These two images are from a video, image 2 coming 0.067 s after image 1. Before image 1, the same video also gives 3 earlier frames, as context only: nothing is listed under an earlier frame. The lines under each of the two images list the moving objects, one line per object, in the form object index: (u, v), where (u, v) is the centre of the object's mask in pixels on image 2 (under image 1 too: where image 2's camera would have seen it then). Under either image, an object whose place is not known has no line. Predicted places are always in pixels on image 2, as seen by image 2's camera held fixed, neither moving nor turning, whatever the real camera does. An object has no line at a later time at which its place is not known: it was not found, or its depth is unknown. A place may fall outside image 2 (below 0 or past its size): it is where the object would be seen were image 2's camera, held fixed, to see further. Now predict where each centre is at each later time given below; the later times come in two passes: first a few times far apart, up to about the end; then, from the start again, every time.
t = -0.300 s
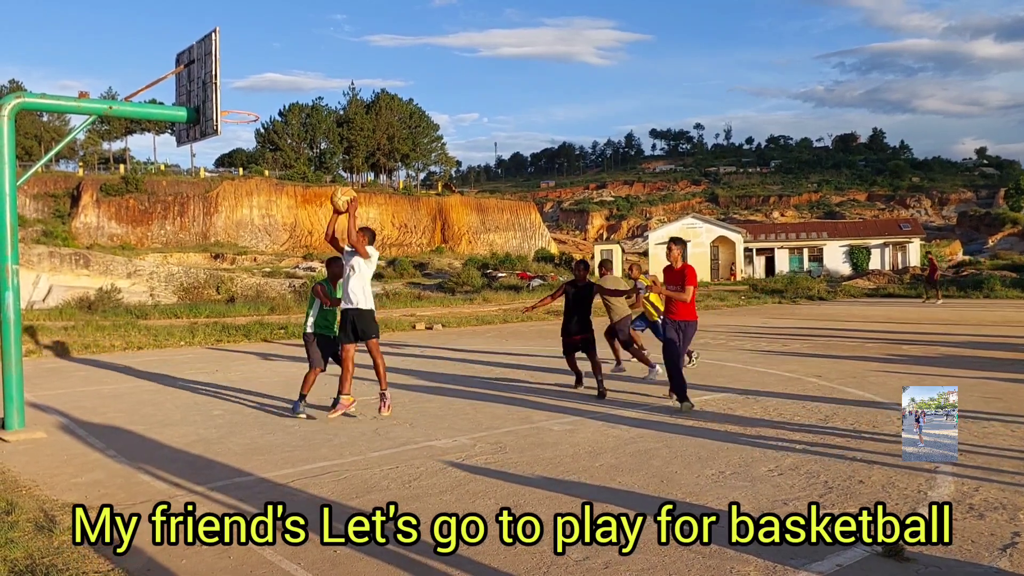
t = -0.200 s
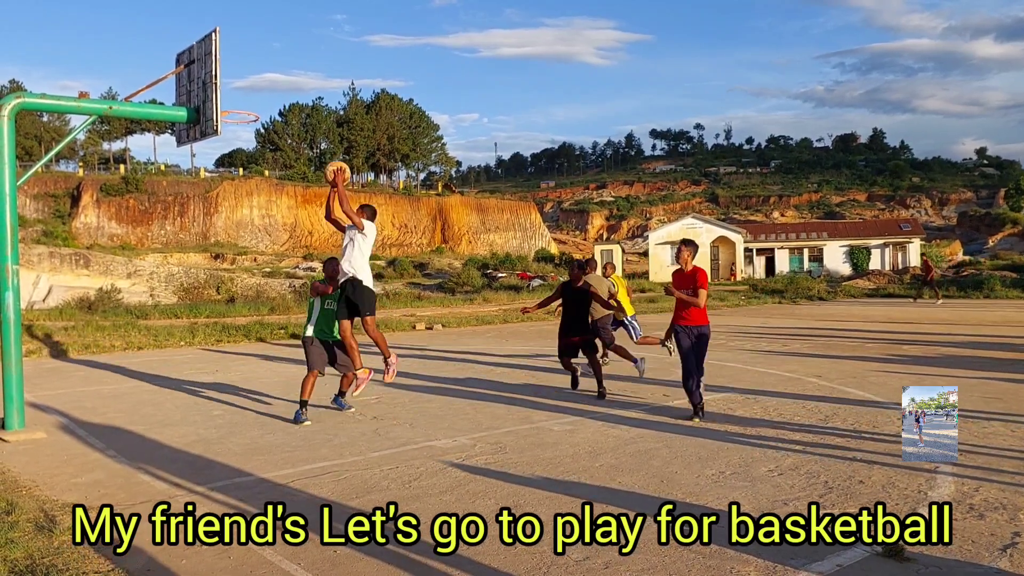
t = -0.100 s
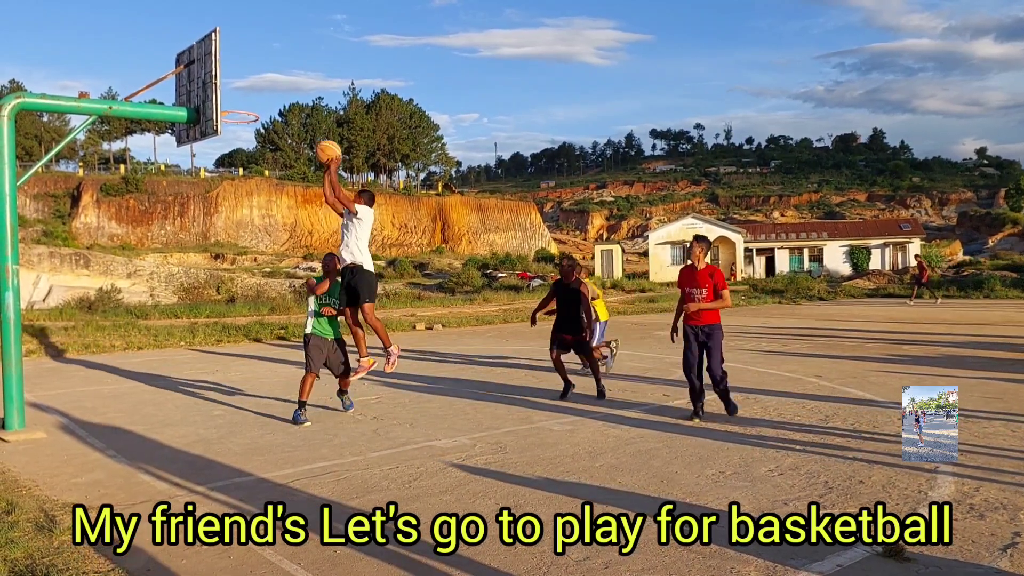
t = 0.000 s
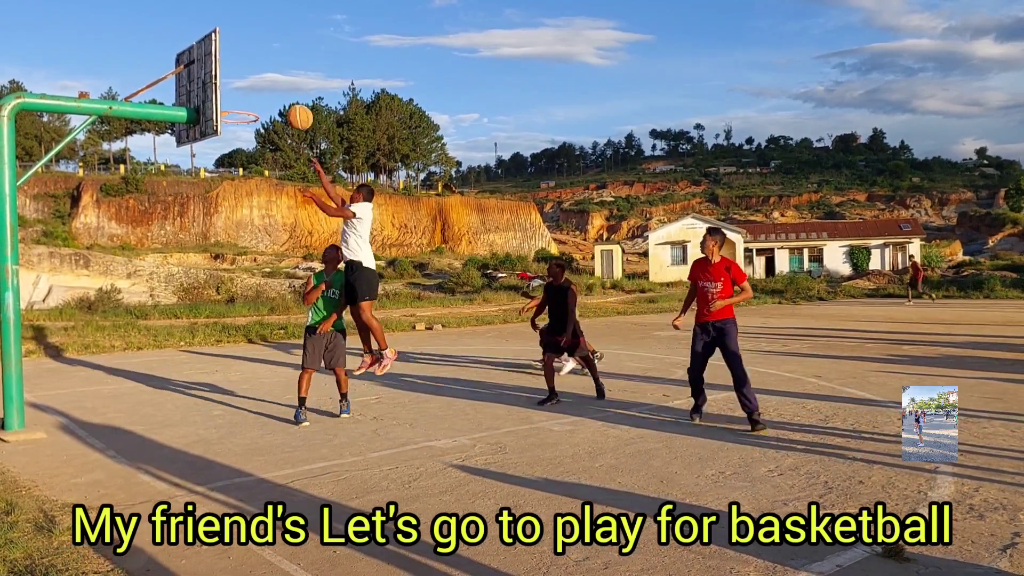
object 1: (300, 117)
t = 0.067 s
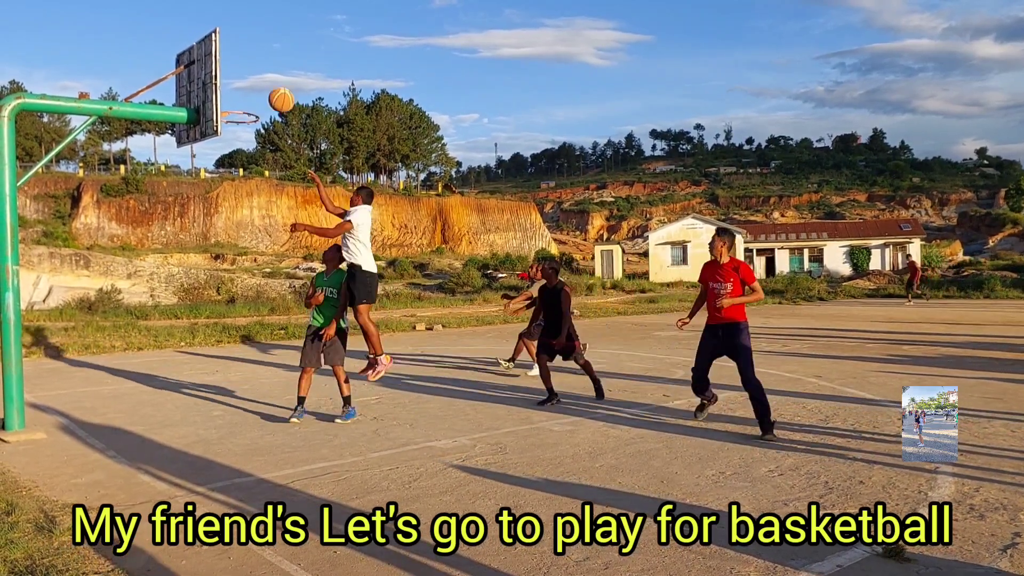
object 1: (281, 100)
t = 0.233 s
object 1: (237, 75)
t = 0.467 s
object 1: (228, 93)
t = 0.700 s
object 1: (247, 102)
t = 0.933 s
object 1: (271, 131)
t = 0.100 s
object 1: (272, 93)
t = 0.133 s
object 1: (263, 87)
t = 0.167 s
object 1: (254, 82)
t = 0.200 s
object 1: (245, 78)
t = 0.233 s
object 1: (237, 75)
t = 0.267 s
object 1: (230, 74)
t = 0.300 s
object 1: (226, 74)
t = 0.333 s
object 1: (222, 75)
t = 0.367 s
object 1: (223, 78)
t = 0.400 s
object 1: (224, 82)
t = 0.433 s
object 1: (226, 86)
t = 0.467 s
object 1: (228, 93)
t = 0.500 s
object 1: (229, 100)
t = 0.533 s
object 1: (231, 108)
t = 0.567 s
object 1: (233, 109)
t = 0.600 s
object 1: (237, 106)
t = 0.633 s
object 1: (240, 104)
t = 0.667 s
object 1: (243, 102)
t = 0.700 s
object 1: (247, 102)
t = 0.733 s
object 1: (250, 103)
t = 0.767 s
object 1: (254, 106)
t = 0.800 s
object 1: (257, 109)
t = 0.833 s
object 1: (260, 113)
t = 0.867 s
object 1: (264, 118)
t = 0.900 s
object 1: (267, 124)
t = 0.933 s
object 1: (271, 131)
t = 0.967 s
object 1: (274, 138)
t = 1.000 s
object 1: (277, 147)
